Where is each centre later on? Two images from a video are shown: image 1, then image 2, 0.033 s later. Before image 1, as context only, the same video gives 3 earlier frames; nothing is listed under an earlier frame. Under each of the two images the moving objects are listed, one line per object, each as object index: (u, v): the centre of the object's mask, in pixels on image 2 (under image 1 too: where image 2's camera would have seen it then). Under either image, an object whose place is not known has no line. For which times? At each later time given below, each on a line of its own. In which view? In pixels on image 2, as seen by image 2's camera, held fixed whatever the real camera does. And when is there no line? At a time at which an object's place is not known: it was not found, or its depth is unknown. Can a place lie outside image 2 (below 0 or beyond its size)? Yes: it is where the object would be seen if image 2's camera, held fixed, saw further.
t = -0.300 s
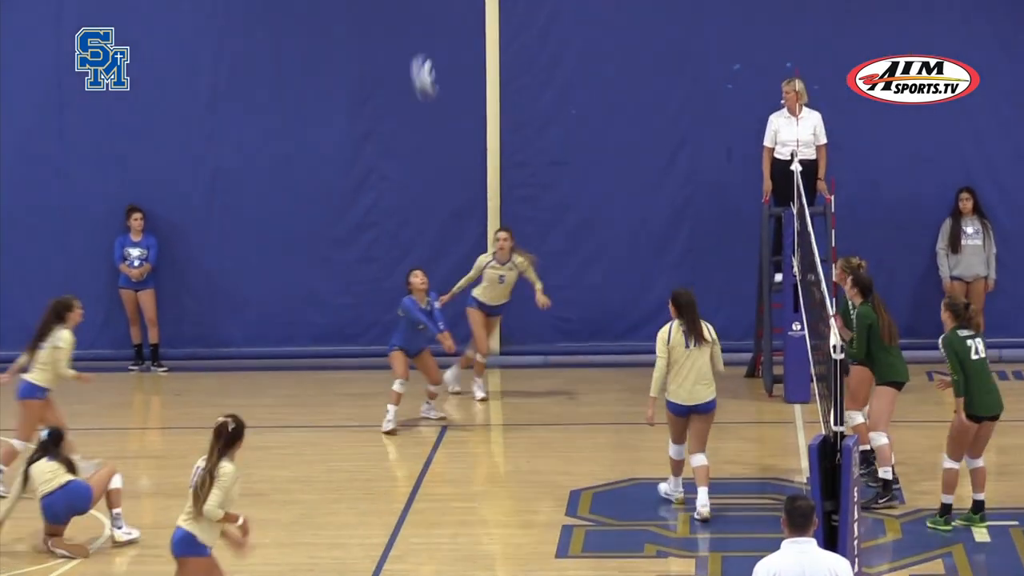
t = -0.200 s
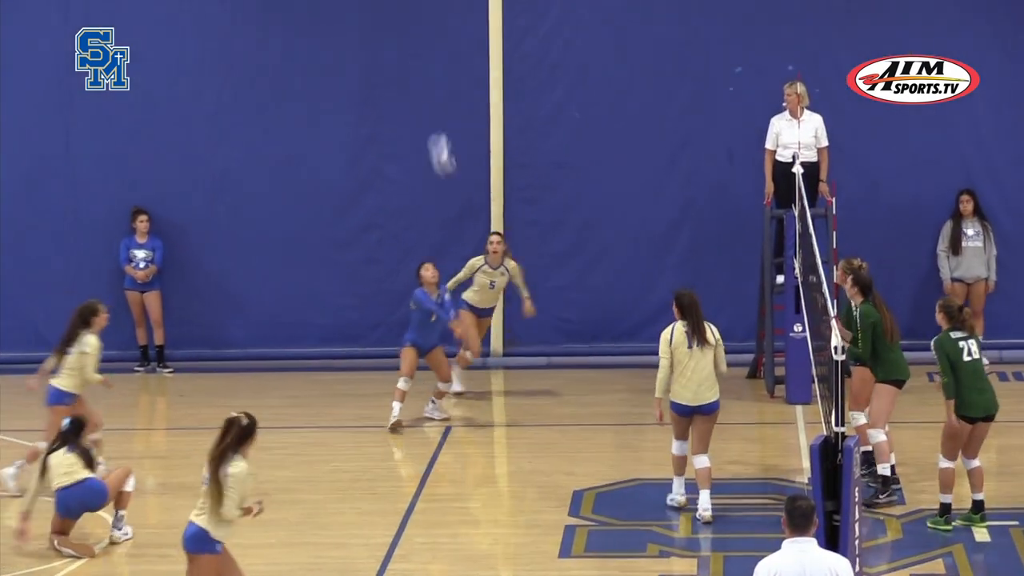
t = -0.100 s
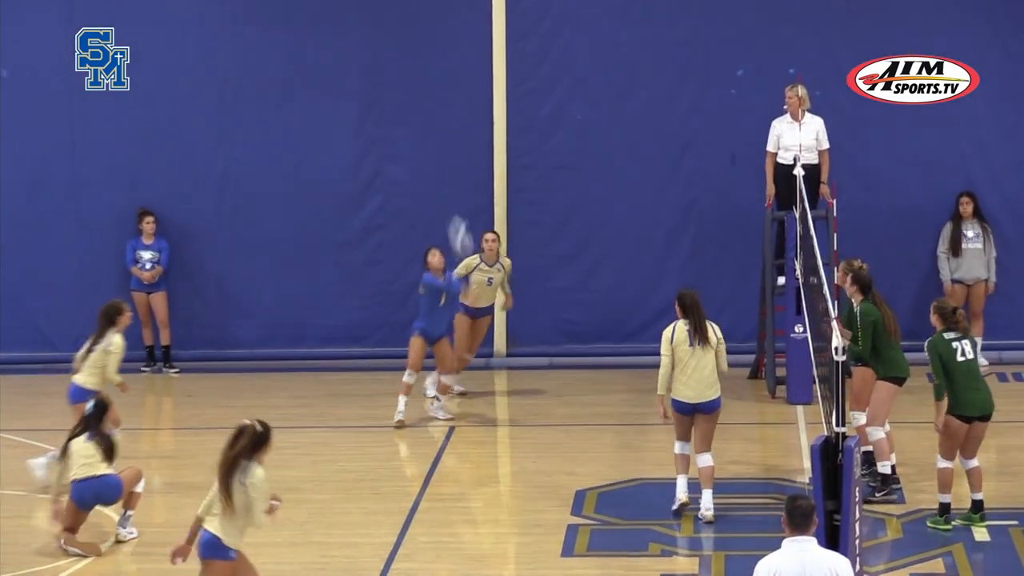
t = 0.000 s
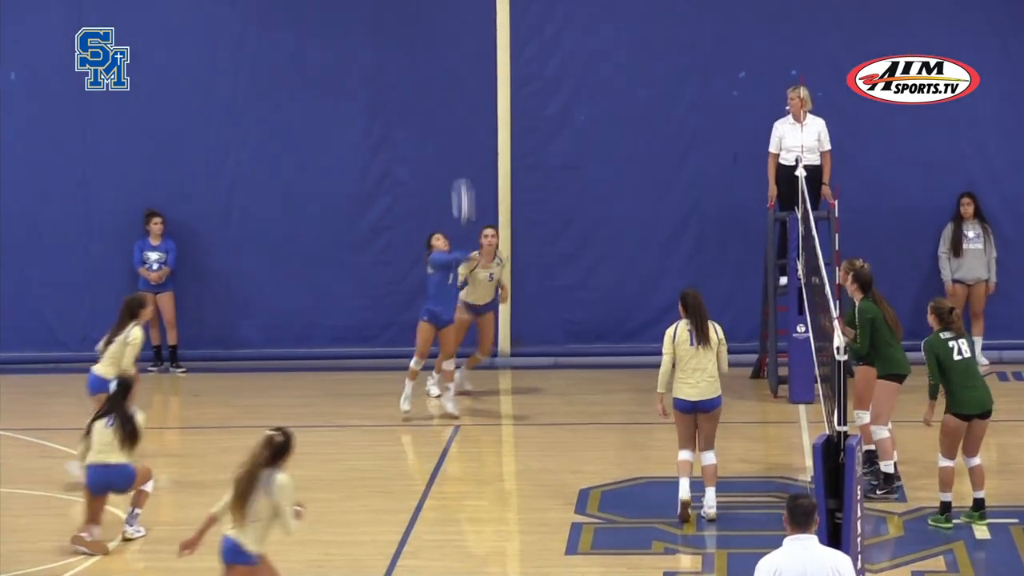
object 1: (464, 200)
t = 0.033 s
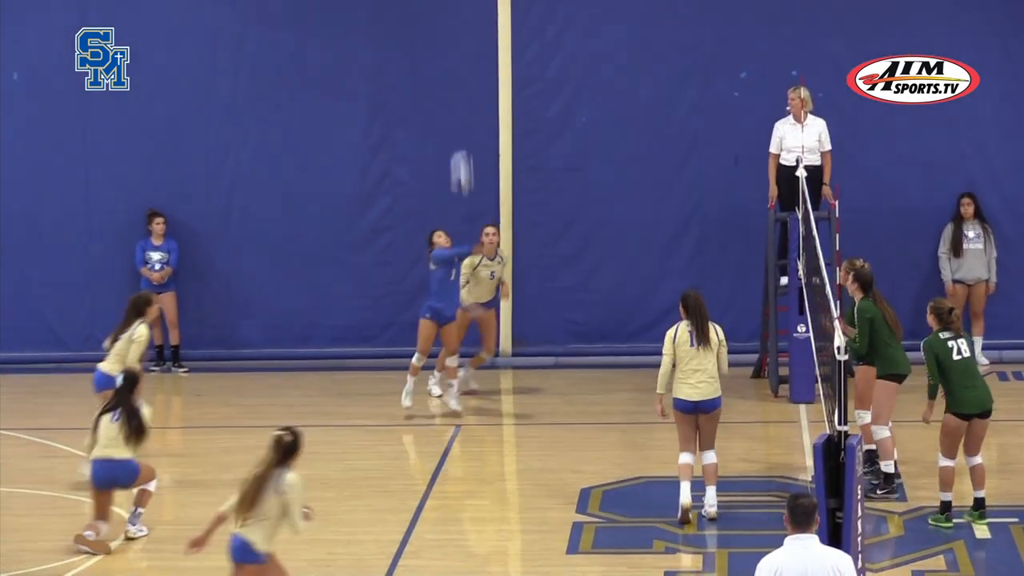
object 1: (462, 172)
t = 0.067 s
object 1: (459, 143)
